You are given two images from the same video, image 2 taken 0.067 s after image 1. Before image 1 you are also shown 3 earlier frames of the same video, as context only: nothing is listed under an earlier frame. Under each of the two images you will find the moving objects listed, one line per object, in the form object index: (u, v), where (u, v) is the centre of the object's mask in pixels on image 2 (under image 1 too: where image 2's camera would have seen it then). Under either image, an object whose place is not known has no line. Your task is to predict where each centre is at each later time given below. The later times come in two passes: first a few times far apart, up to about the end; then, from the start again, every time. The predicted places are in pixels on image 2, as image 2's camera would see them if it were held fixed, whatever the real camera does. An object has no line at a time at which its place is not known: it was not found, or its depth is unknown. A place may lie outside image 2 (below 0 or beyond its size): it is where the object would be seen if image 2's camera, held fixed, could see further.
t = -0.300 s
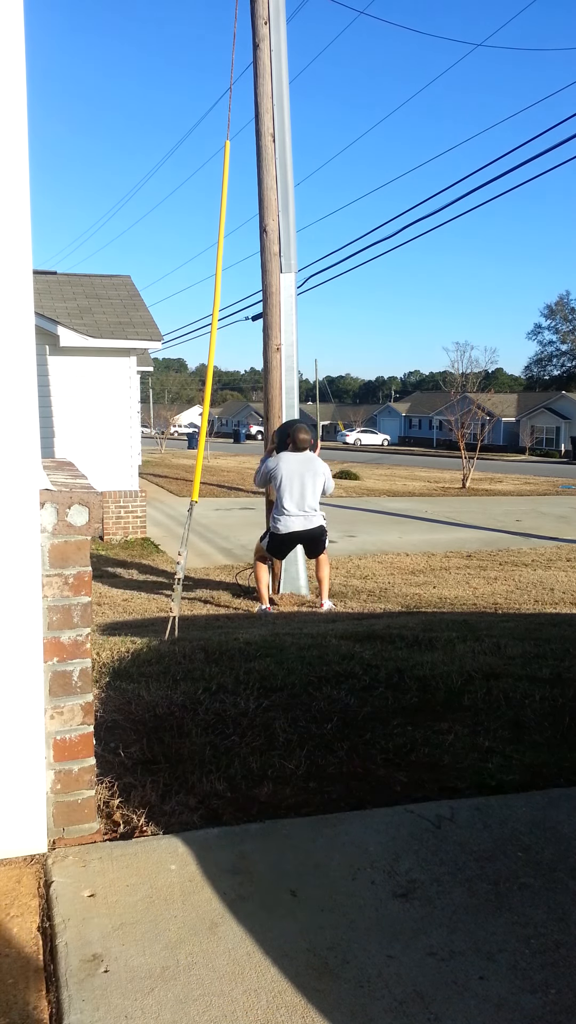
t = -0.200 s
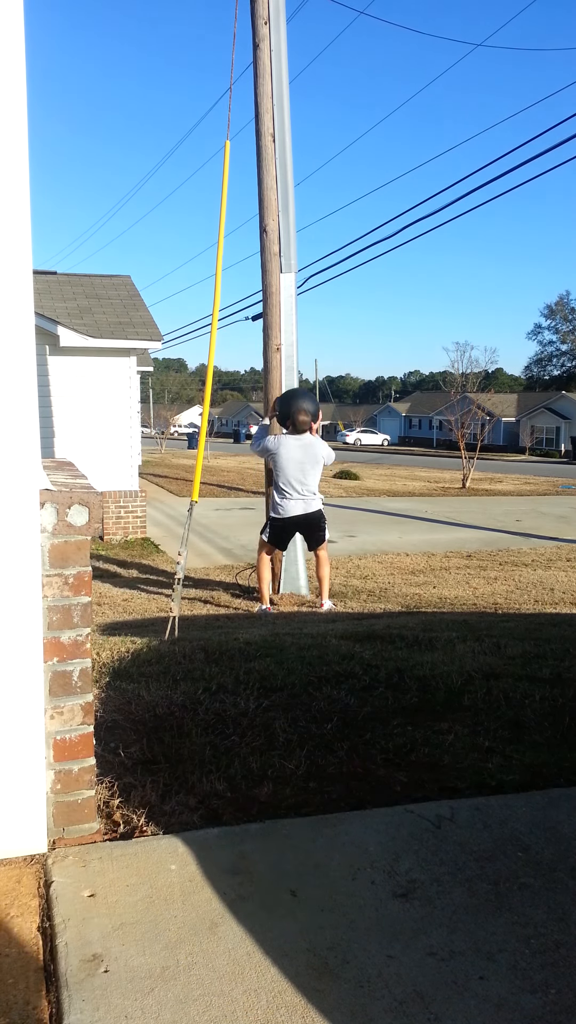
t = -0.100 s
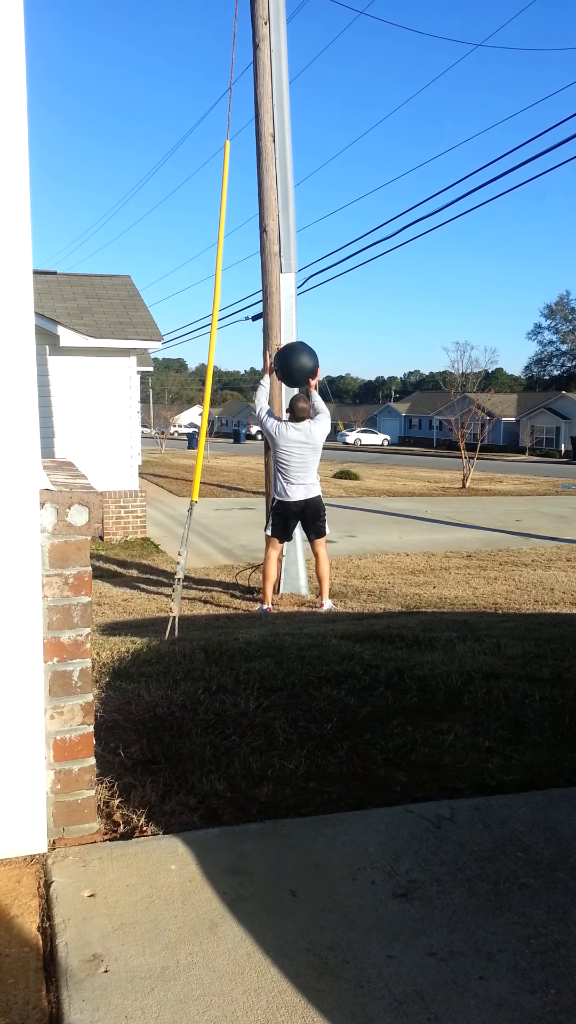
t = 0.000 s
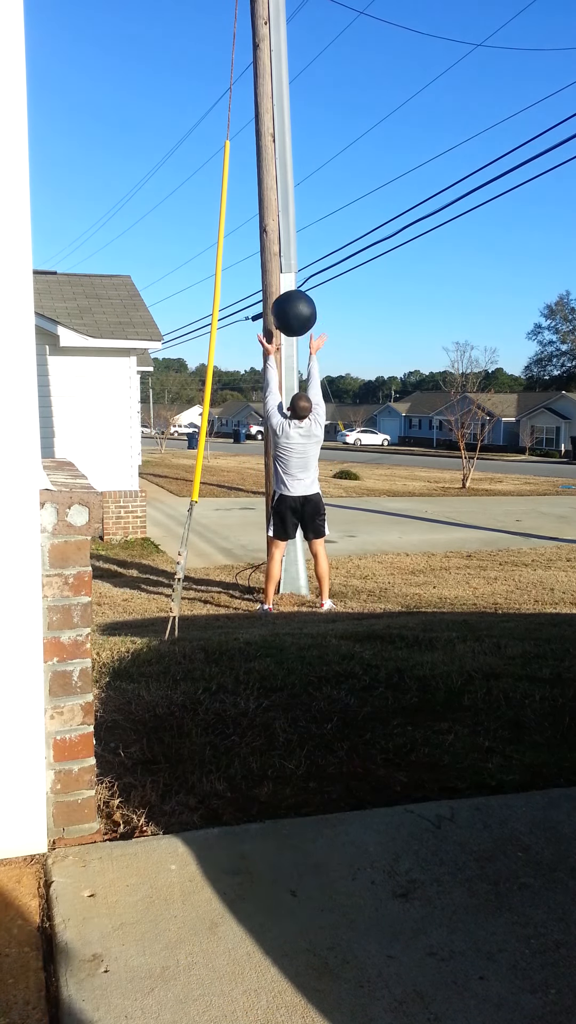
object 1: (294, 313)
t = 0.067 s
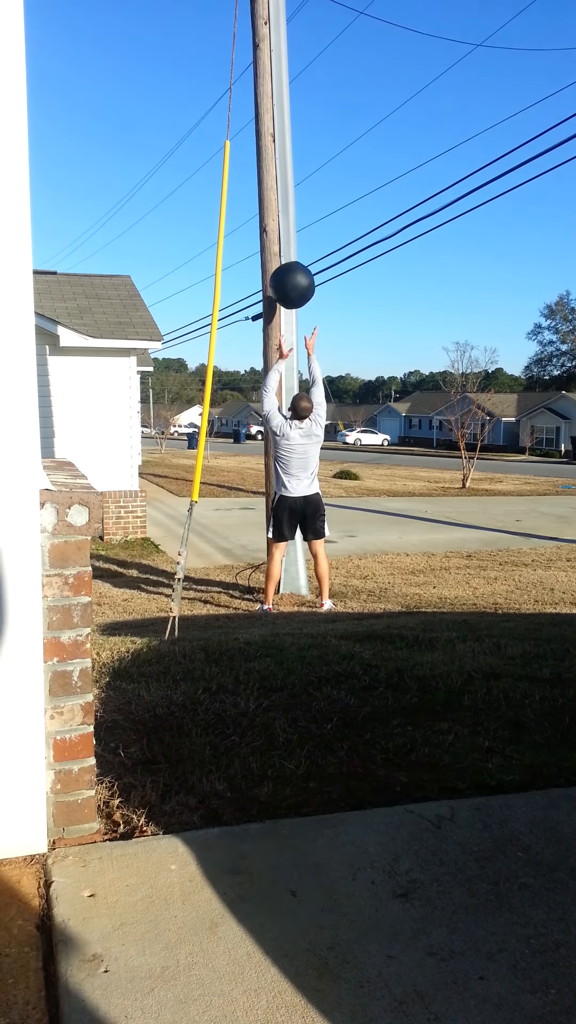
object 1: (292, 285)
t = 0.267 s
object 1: (287, 236)
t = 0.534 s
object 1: (284, 245)
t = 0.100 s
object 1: (291, 273)
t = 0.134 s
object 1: (290, 263)
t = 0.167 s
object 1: (289, 254)
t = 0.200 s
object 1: (288, 247)
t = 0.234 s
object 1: (288, 241)
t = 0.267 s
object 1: (287, 236)
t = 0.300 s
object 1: (286, 233)
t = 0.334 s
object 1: (285, 232)
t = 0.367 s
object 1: (283, 232)
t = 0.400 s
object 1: (283, 233)
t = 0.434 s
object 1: (282, 235)
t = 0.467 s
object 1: (283, 237)
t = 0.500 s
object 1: (284, 241)
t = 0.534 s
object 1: (284, 245)
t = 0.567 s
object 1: (285, 251)
